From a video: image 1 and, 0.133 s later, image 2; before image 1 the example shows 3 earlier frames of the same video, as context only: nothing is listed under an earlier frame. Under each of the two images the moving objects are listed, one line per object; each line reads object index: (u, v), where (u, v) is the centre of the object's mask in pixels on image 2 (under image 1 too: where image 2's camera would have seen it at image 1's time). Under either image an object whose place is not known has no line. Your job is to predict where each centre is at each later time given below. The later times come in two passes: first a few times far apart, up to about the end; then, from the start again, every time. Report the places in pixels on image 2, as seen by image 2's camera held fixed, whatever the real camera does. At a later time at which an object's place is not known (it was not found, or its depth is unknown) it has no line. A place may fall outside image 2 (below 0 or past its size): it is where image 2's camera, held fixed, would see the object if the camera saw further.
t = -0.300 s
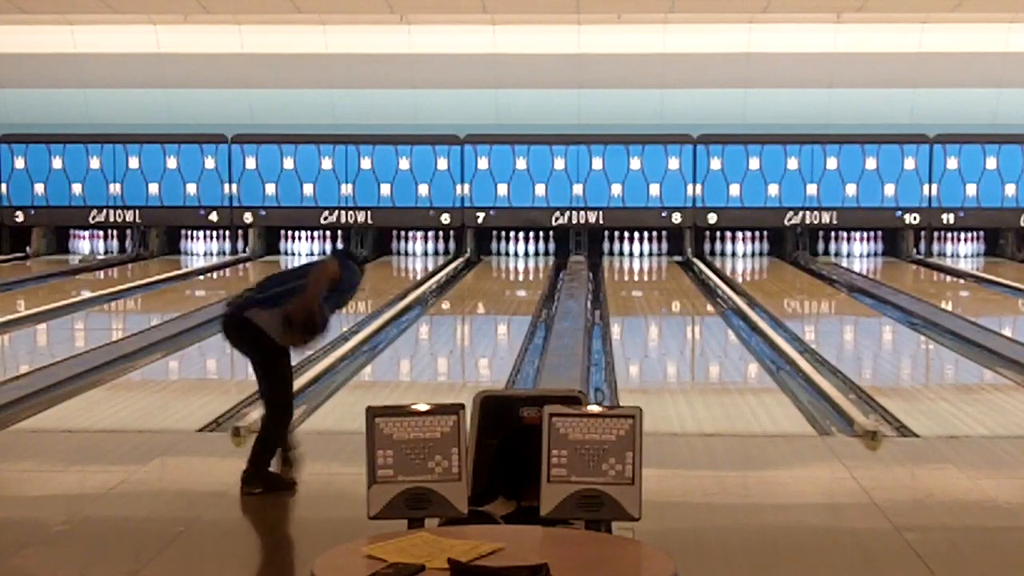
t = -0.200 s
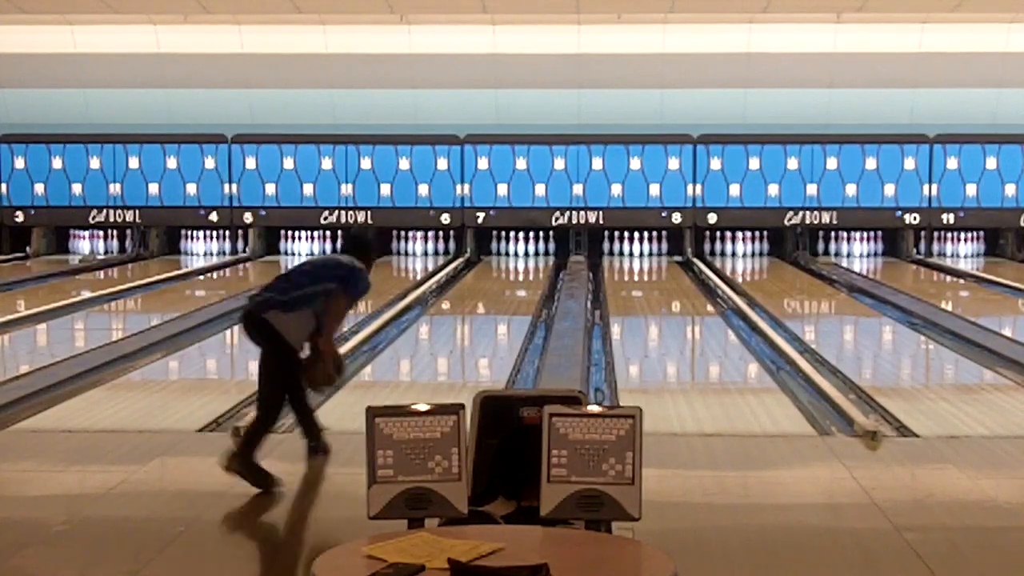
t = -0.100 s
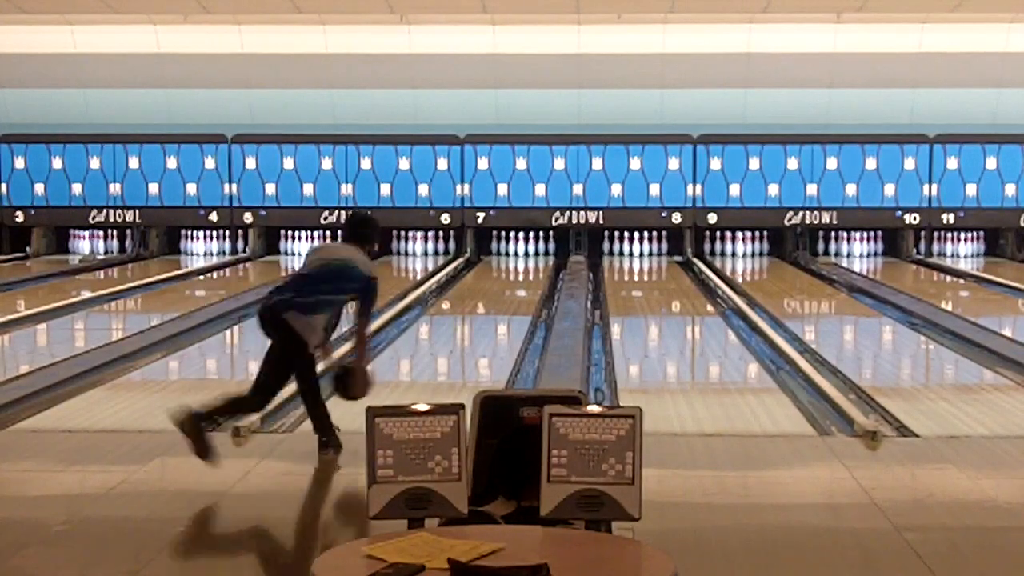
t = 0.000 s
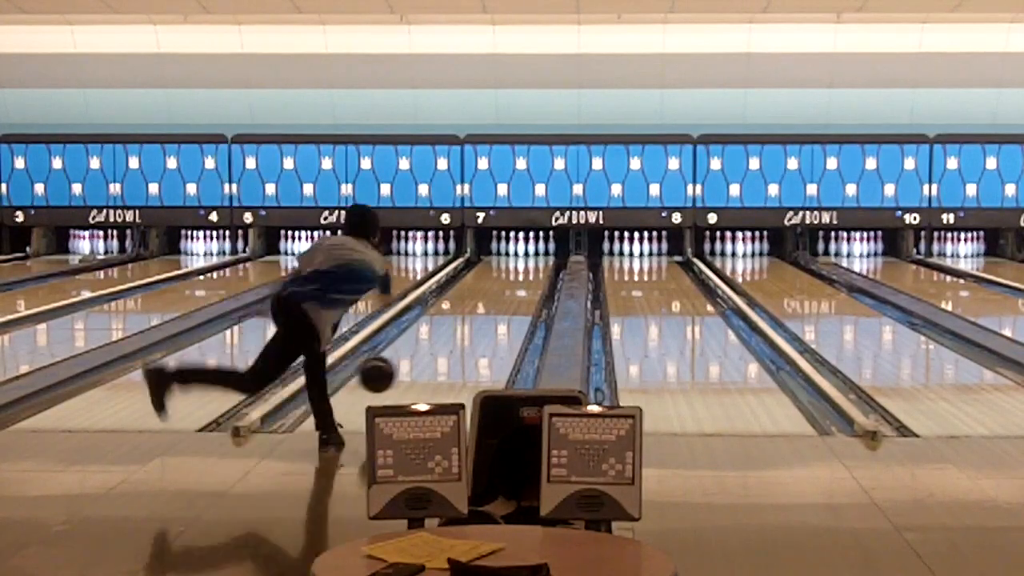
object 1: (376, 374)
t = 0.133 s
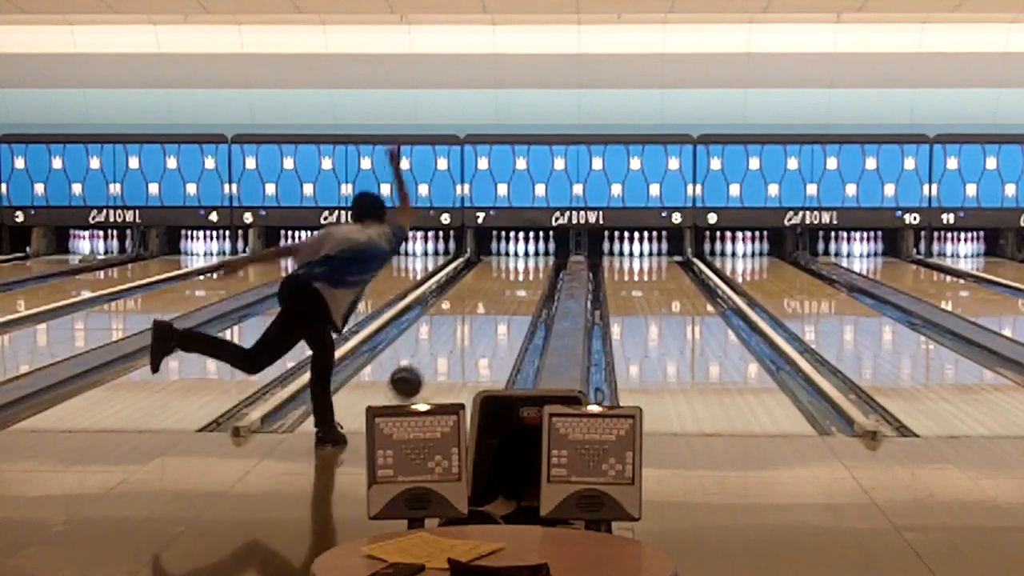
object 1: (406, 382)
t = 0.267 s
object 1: (430, 364)
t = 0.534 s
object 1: (466, 336)
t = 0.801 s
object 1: (493, 314)
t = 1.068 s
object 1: (512, 297)
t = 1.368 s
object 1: (526, 282)
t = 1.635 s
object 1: (534, 271)
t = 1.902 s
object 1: (537, 263)
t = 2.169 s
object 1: (533, 256)
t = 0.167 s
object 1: (412, 375)
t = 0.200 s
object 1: (419, 371)
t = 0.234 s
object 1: (424, 368)
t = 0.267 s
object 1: (430, 364)
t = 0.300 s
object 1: (435, 360)
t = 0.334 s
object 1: (440, 356)
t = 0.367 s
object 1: (445, 352)
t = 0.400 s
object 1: (450, 349)
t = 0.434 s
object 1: (454, 346)
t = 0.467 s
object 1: (459, 342)
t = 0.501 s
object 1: (463, 339)
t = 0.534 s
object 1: (466, 336)
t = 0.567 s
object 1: (470, 333)
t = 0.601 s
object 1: (474, 330)
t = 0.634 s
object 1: (478, 327)
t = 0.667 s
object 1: (481, 324)
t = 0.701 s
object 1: (484, 322)
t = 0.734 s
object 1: (487, 319)
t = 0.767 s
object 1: (490, 317)
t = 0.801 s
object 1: (493, 314)
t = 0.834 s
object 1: (496, 312)
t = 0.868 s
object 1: (498, 309)
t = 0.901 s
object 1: (501, 307)
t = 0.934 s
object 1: (503, 305)
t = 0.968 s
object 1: (505, 303)
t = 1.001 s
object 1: (507, 301)
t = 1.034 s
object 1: (509, 299)
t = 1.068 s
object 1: (512, 297)
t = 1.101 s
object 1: (514, 295)
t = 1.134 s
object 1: (515, 294)
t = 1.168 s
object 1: (517, 292)
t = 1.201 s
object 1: (519, 290)
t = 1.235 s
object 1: (521, 289)
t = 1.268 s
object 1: (522, 287)
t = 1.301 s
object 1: (524, 285)
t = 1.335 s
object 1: (525, 283)
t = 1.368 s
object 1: (526, 282)
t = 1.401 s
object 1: (528, 281)
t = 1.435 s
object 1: (529, 279)
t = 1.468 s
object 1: (530, 278)
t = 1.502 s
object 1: (531, 276)
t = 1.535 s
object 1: (532, 275)
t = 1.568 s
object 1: (533, 274)
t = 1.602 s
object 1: (533, 273)
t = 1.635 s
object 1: (534, 271)
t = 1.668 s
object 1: (535, 270)
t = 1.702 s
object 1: (535, 269)
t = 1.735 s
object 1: (536, 268)
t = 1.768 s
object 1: (536, 267)
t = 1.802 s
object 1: (537, 266)
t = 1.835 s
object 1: (537, 265)
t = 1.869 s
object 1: (537, 264)
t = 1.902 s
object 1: (537, 263)
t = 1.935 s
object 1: (537, 262)
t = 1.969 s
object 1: (537, 262)
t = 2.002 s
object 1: (537, 260)
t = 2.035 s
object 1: (536, 260)
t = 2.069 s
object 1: (536, 258)
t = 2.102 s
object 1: (535, 257)
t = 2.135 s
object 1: (534, 257)
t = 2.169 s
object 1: (533, 256)
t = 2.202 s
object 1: (533, 255)
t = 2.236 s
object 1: (532, 254)
